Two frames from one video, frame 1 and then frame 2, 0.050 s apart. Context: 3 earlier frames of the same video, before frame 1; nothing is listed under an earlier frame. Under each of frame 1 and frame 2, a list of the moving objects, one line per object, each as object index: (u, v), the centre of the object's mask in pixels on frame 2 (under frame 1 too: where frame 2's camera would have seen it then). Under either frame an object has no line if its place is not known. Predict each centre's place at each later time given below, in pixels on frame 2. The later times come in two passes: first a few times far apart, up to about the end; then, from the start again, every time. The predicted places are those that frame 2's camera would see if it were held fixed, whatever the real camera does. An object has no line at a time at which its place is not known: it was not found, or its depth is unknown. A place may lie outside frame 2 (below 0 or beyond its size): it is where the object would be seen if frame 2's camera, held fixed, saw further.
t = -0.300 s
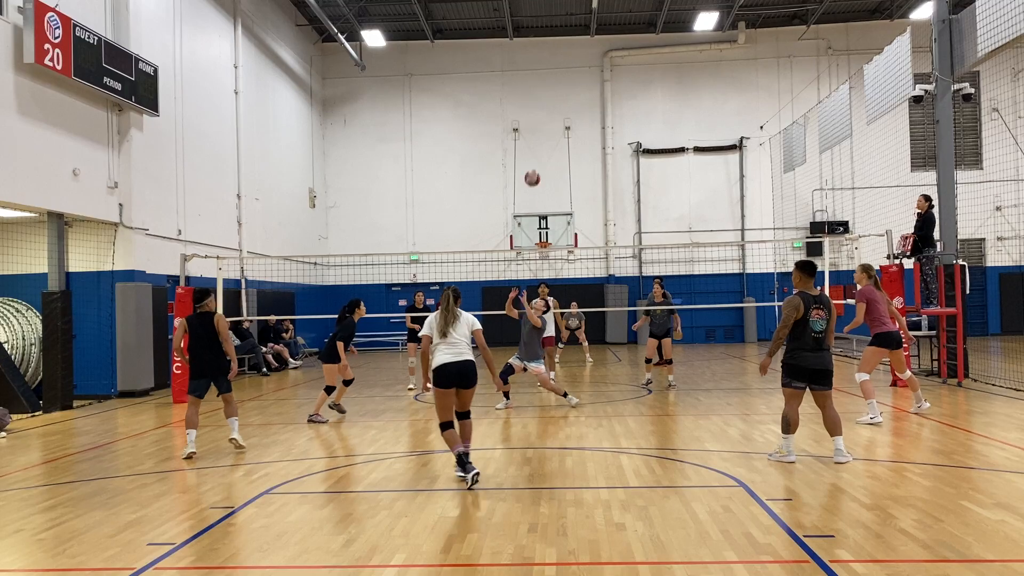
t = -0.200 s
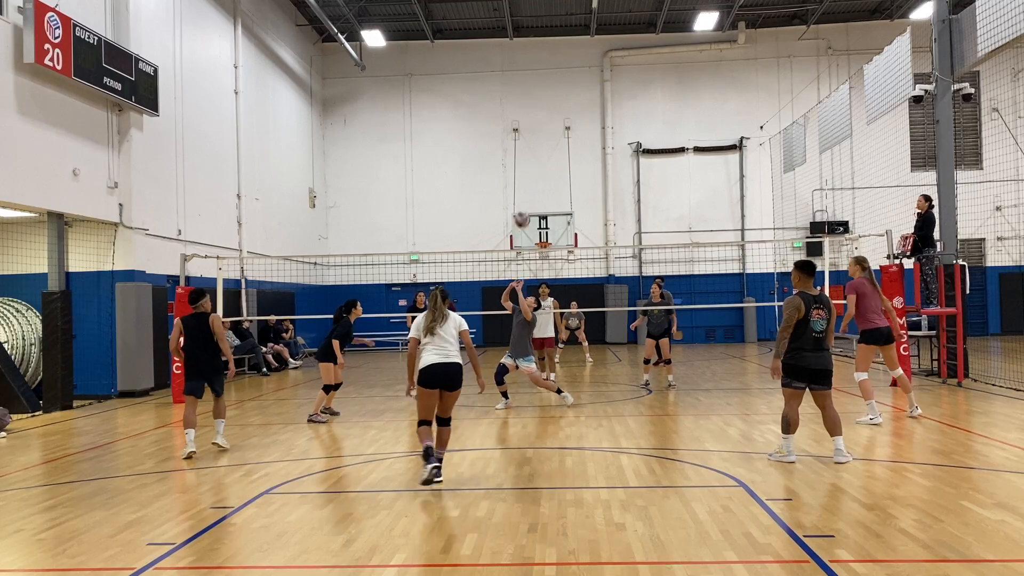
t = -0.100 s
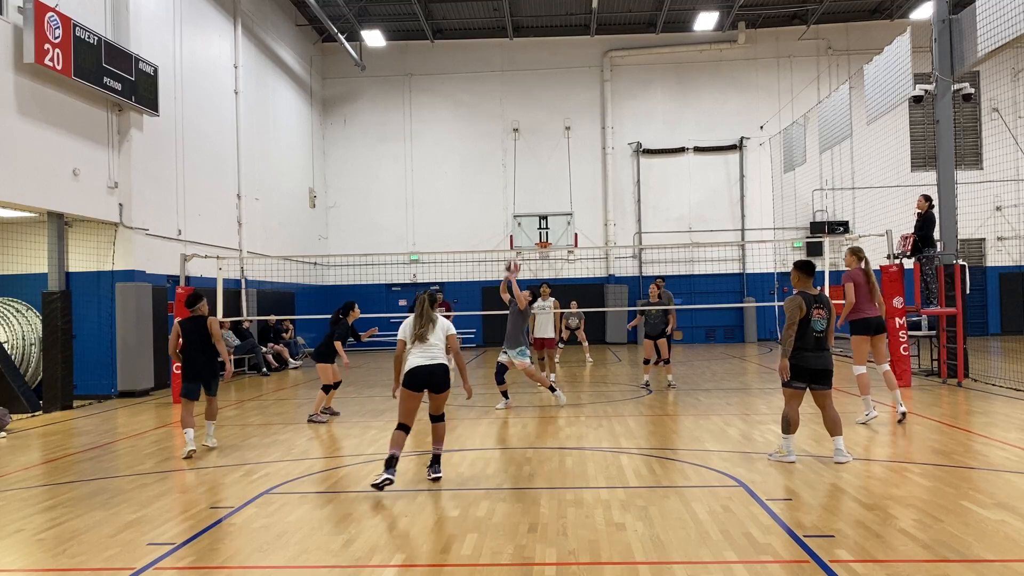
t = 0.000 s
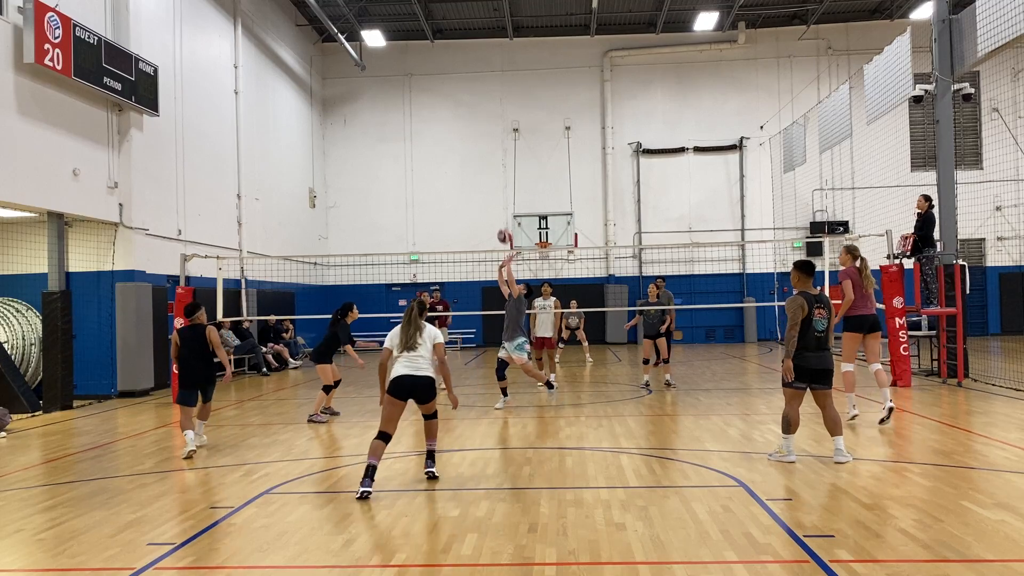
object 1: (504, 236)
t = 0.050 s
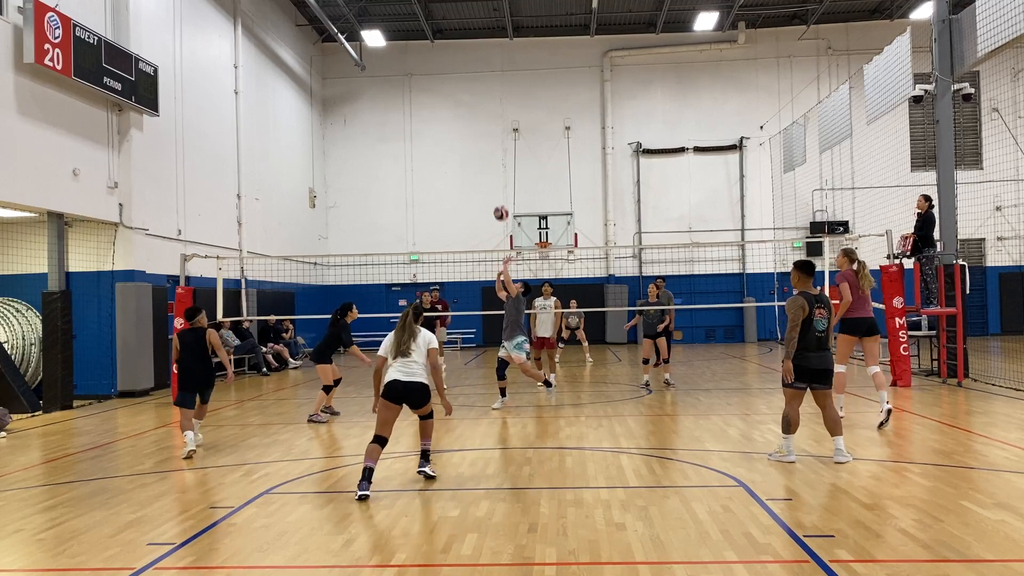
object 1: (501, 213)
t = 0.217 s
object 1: (489, 152)
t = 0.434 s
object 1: (477, 106)
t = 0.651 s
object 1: (467, 94)
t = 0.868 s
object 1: (457, 117)
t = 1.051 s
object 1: (450, 160)
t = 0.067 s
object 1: (499, 206)
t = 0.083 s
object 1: (498, 199)
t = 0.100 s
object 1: (497, 193)
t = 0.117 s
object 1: (496, 186)
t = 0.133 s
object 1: (495, 180)
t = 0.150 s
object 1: (494, 174)
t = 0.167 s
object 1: (493, 169)
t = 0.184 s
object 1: (492, 163)
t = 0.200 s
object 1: (491, 158)
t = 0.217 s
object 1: (489, 152)
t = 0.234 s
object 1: (488, 147)
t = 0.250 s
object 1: (487, 143)
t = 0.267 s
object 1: (486, 138)
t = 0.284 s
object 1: (485, 134)
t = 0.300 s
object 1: (484, 130)
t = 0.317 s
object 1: (483, 127)
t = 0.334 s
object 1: (482, 123)
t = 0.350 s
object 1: (481, 120)
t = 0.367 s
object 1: (481, 116)
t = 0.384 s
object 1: (480, 114)
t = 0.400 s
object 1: (479, 111)
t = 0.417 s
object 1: (478, 108)
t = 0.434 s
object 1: (477, 106)
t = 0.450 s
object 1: (476, 104)
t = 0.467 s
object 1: (475, 102)
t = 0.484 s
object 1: (474, 100)
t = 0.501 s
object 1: (473, 98)
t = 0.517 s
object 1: (473, 97)
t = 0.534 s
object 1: (472, 96)
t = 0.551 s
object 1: (471, 95)
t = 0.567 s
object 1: (470, 95)
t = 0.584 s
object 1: (469, 94)
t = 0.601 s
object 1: (469, 94)
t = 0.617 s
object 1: (468, 94)
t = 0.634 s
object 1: (467, 94)
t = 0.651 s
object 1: (467, 94)
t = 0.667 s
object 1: (466, 95)
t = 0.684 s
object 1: (465, 95)
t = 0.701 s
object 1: (464, 96)
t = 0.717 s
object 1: (464, 97)
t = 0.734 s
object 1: (463, 99)
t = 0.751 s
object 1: (462, 100)
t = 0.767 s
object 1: (461, 102)
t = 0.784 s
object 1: (461, 104)
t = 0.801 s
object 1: (460, 106)
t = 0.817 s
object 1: (459, 108)
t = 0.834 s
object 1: (458, 111)
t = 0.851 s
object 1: (458, 113)
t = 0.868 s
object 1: (457, 117)
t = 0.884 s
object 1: (456, 119)
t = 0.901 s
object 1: (456, 123)
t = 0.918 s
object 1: (455, 126)
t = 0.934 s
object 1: (454, 130)
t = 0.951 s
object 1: (454, 134)
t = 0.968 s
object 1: (453, 138)
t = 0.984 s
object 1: (453, 142)
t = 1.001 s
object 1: (452, 146)
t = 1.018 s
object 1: (451, 150)
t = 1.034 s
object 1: (451, 155)
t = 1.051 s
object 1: (450, 160)
